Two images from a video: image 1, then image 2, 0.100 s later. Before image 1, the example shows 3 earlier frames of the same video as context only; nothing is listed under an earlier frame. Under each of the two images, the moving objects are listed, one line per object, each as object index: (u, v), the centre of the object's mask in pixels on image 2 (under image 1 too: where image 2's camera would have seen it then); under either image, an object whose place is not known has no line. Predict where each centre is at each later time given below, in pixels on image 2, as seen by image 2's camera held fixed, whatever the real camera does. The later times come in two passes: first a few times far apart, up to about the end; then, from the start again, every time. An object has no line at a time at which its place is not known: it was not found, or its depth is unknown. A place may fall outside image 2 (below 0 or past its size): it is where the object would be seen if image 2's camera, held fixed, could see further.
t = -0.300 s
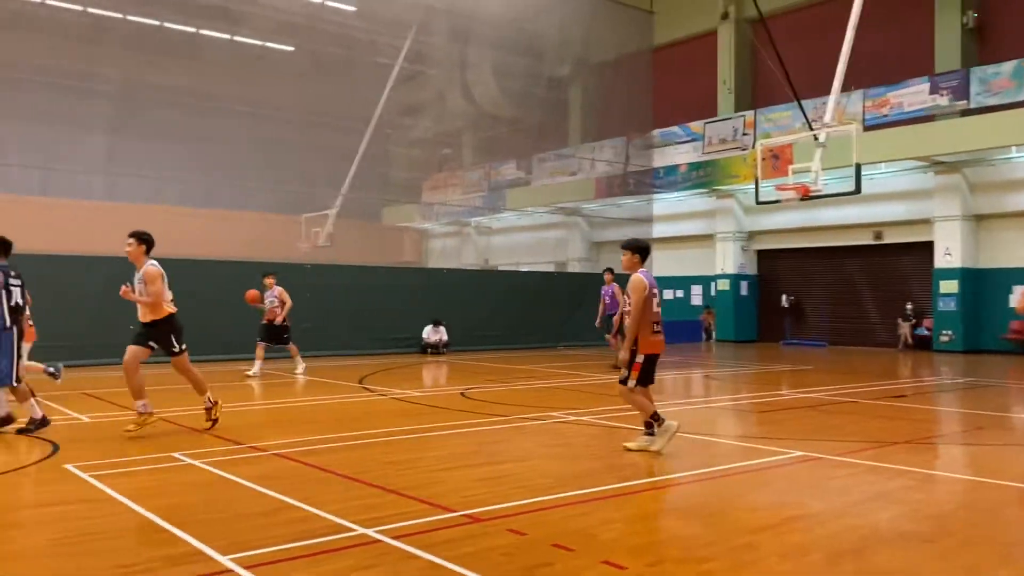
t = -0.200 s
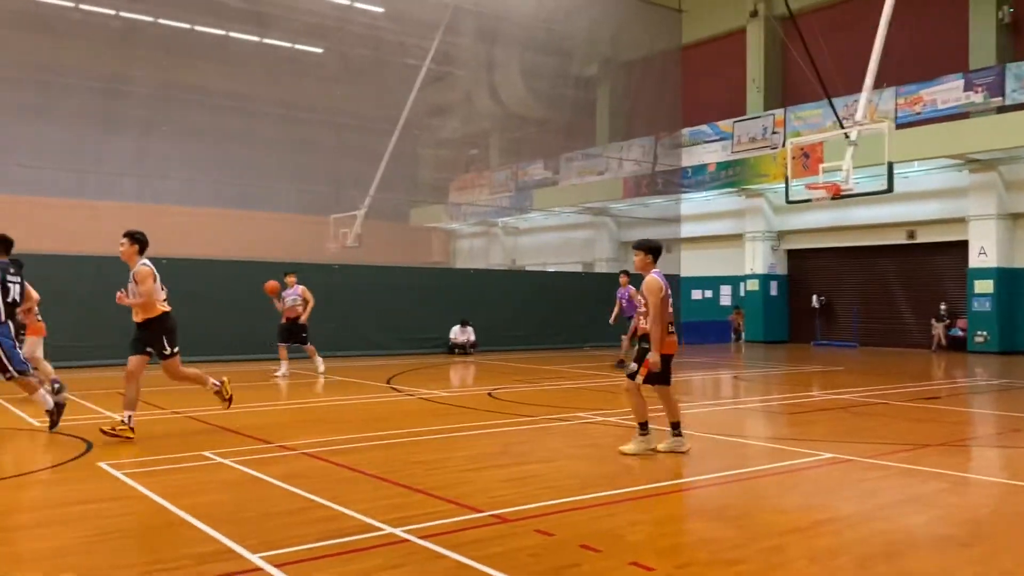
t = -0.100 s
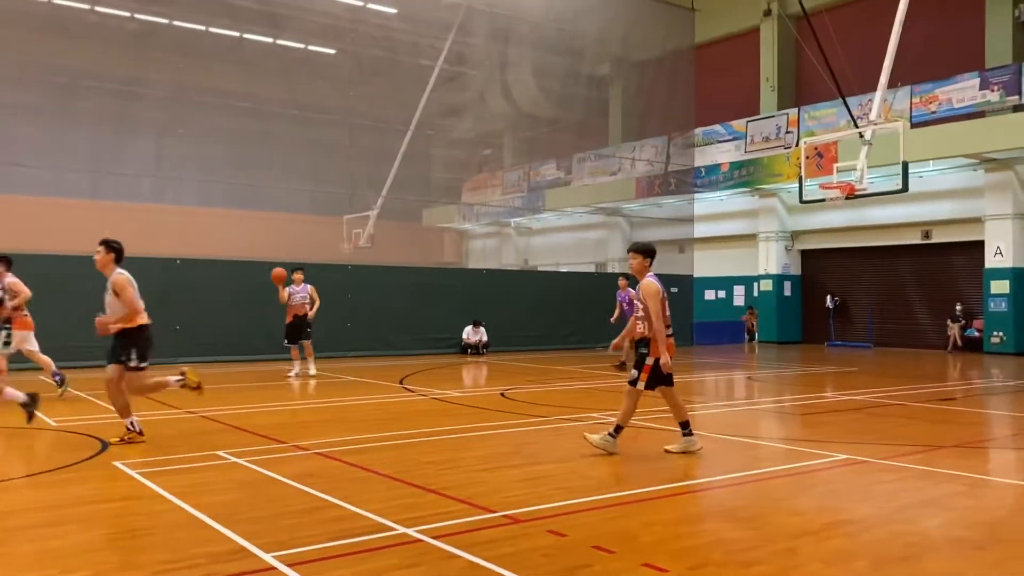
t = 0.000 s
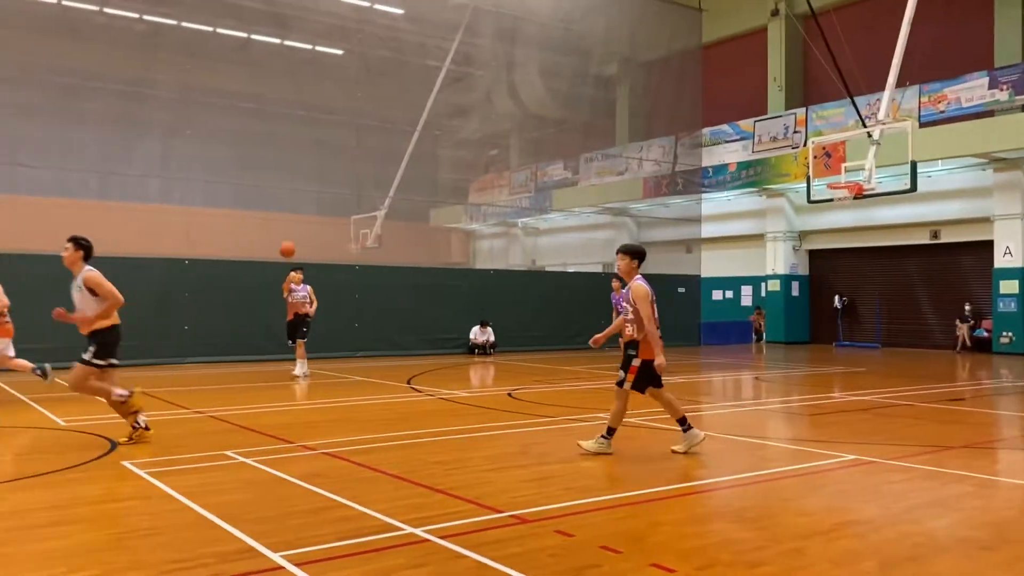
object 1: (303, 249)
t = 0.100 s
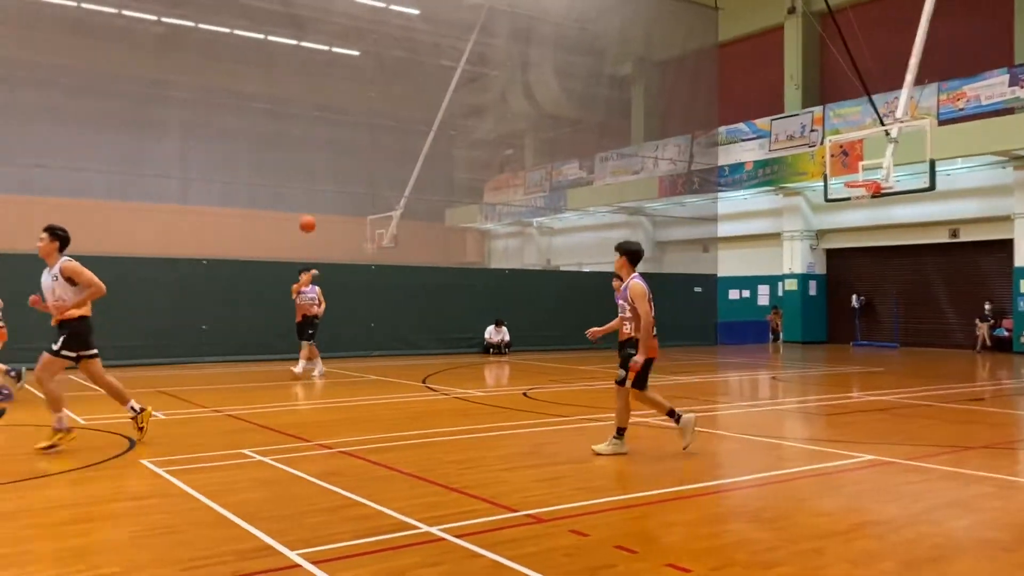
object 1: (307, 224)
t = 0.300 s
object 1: (315, 184)
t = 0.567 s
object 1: (326, 168)
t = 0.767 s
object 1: (339, 201)
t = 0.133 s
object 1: (309, 216)
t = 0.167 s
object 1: (310, 209)
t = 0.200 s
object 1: (311, 202)
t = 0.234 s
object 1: (312, 196)
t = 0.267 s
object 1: (314, 190)
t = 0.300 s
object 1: (315, 184)
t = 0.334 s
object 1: (316, 180)
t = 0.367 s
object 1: (317, 175)
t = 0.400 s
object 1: (318, 172)
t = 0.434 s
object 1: (320, 170)
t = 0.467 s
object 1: (321, 168)
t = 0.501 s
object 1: (323, 167)
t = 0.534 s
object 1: (325, 167)
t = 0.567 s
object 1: (326, 168)
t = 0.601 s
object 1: (329, 170)
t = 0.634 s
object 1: (330, 173)
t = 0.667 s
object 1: (332, 178)
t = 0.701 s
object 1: (334, 184)
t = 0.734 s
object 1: (337, 191)
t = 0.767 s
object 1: (339, 201)
